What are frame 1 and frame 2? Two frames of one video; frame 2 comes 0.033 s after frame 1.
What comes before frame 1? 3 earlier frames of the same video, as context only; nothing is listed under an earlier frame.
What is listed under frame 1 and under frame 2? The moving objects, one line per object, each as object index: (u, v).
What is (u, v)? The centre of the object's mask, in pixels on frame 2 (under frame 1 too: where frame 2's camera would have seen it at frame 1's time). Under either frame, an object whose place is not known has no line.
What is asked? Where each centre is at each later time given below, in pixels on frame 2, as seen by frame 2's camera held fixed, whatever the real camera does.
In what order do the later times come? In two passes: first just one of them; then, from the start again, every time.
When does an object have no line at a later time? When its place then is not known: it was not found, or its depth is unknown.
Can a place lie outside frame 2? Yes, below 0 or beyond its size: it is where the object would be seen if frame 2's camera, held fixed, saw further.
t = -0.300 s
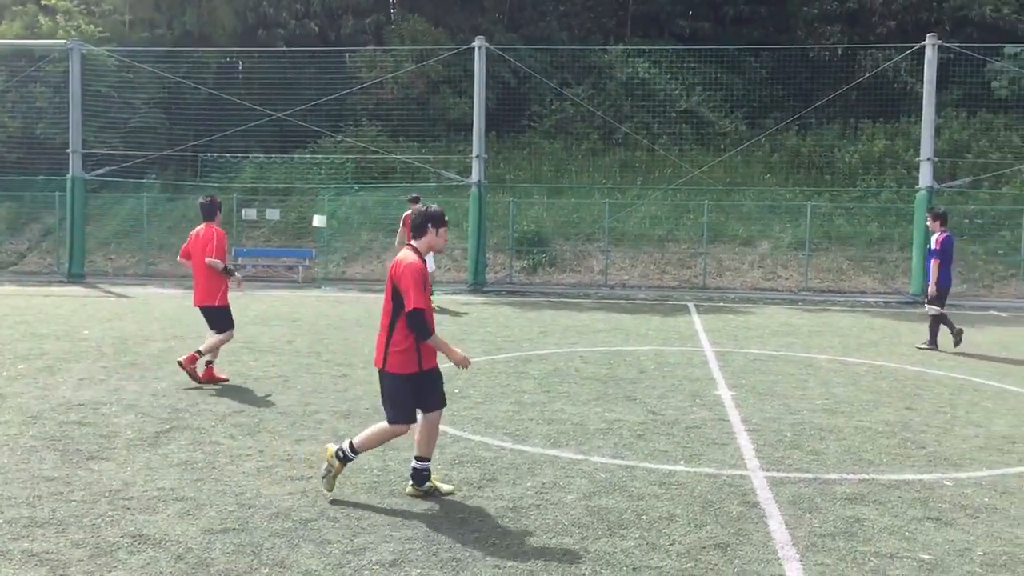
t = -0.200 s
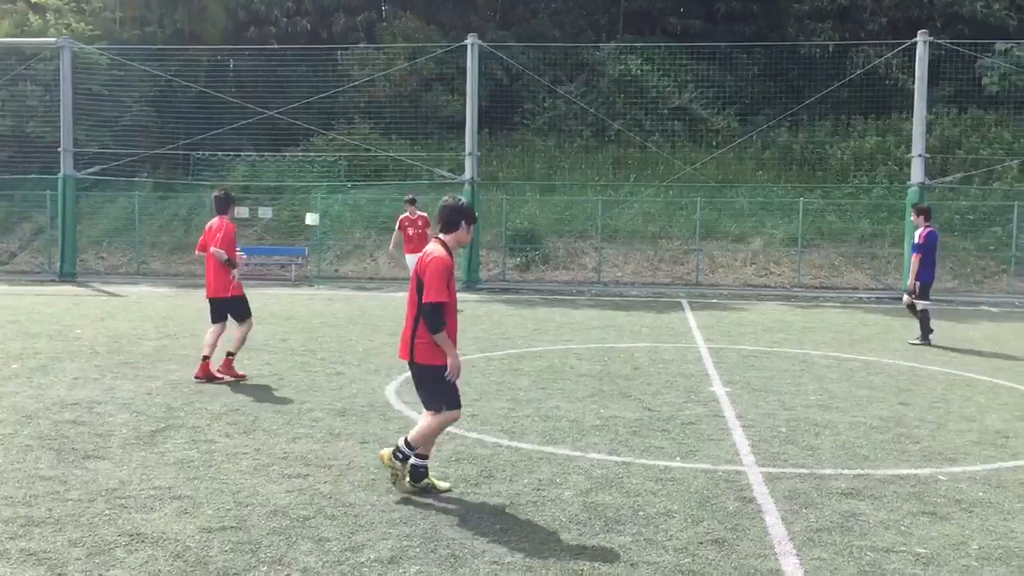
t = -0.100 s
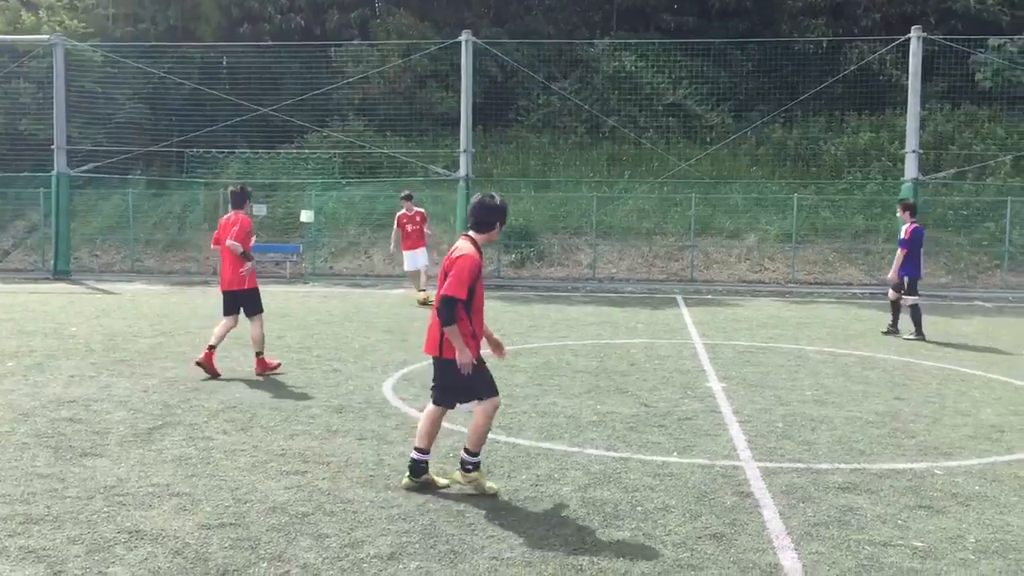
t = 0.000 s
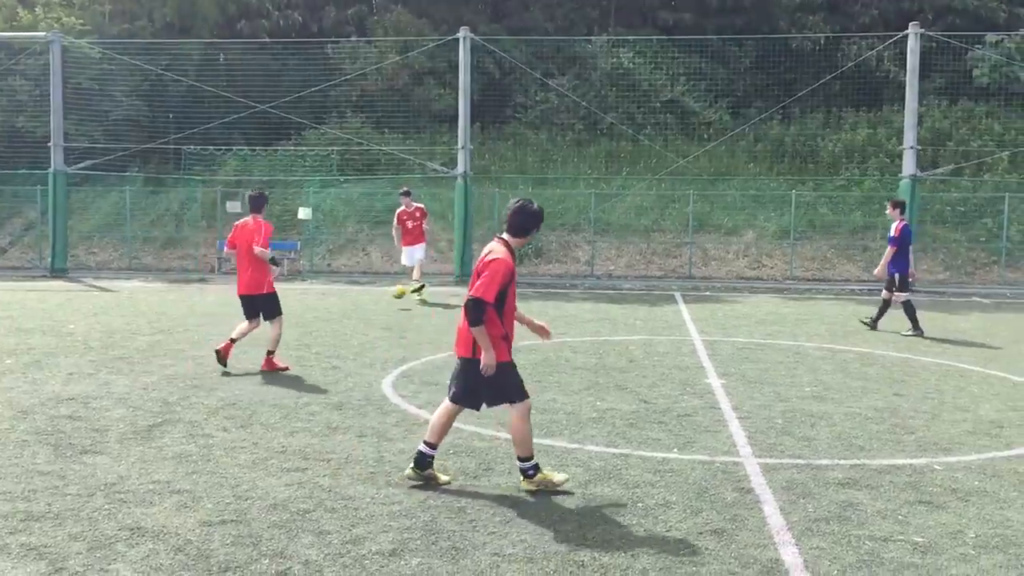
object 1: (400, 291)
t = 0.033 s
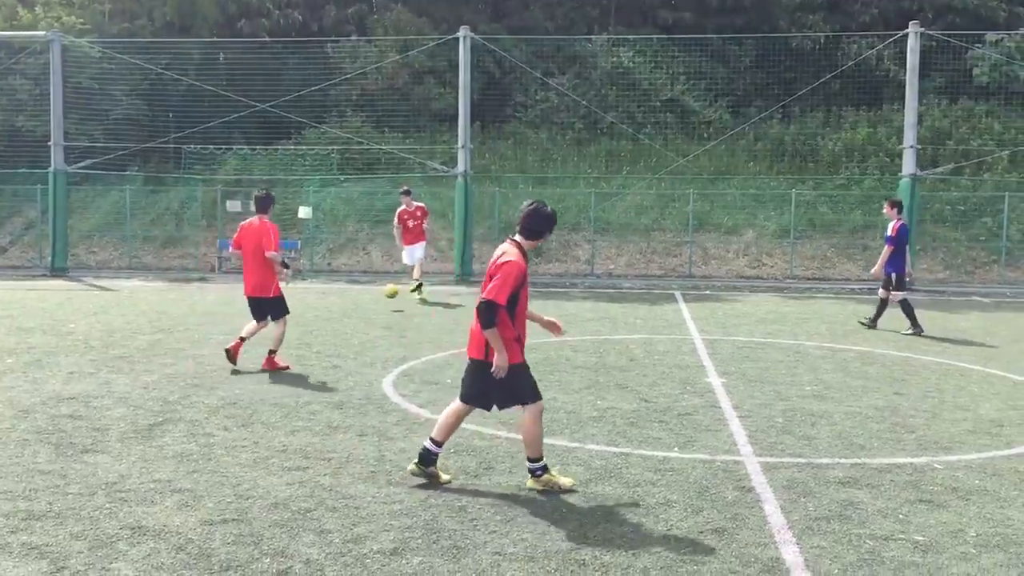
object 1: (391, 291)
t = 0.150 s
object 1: (360, 298)
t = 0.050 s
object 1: (386, 291)
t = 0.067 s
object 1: (382, 292)
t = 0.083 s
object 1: (378, 293)
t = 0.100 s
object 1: (374, 294)
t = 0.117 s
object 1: (369, 295)
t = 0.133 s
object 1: (364, 297)
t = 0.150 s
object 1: (360, 298)
